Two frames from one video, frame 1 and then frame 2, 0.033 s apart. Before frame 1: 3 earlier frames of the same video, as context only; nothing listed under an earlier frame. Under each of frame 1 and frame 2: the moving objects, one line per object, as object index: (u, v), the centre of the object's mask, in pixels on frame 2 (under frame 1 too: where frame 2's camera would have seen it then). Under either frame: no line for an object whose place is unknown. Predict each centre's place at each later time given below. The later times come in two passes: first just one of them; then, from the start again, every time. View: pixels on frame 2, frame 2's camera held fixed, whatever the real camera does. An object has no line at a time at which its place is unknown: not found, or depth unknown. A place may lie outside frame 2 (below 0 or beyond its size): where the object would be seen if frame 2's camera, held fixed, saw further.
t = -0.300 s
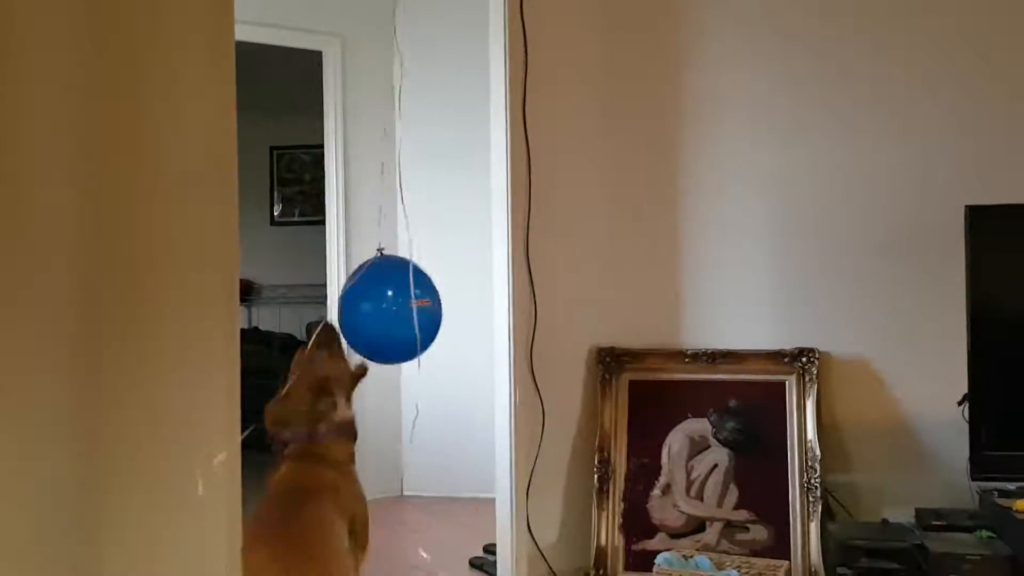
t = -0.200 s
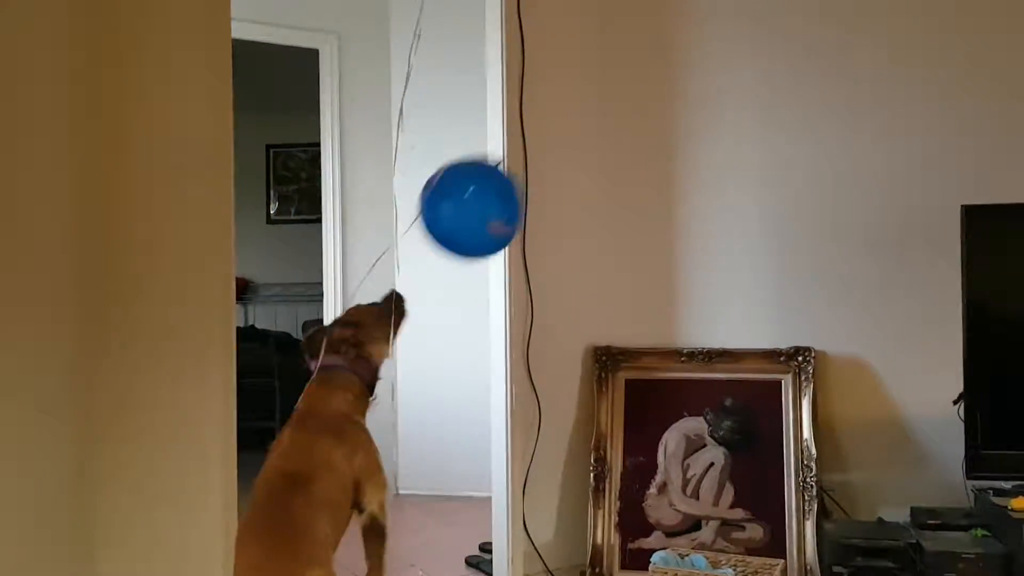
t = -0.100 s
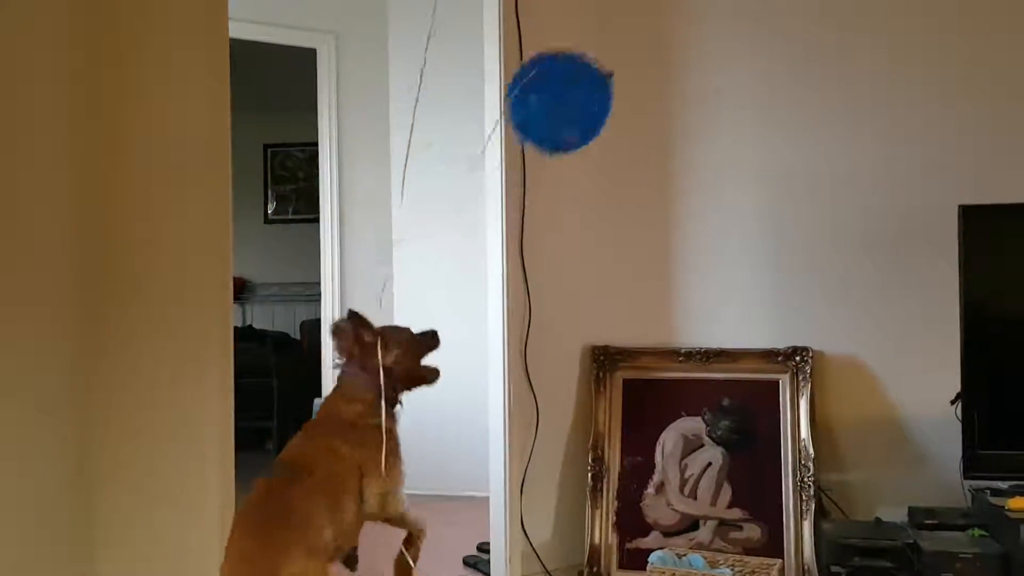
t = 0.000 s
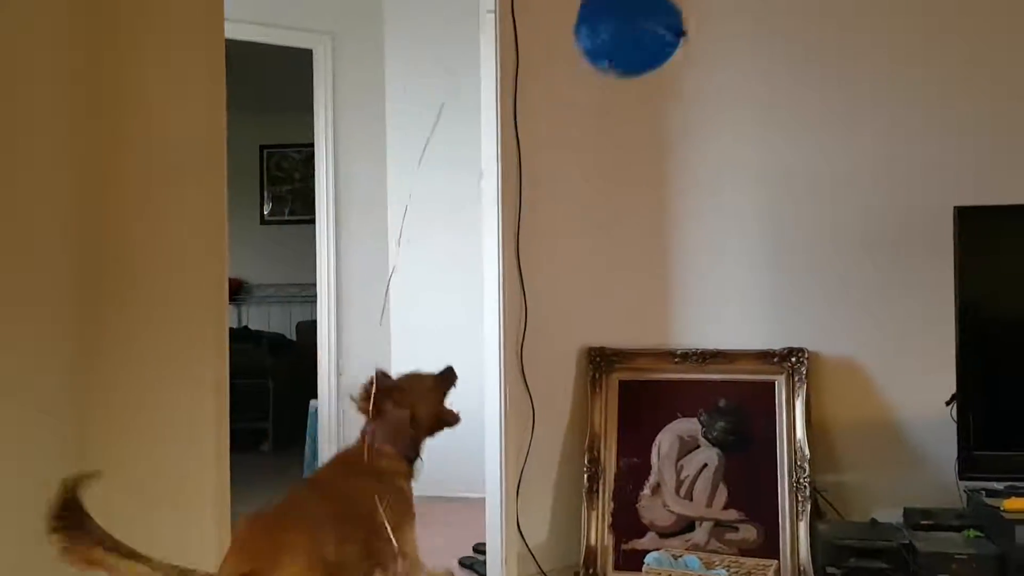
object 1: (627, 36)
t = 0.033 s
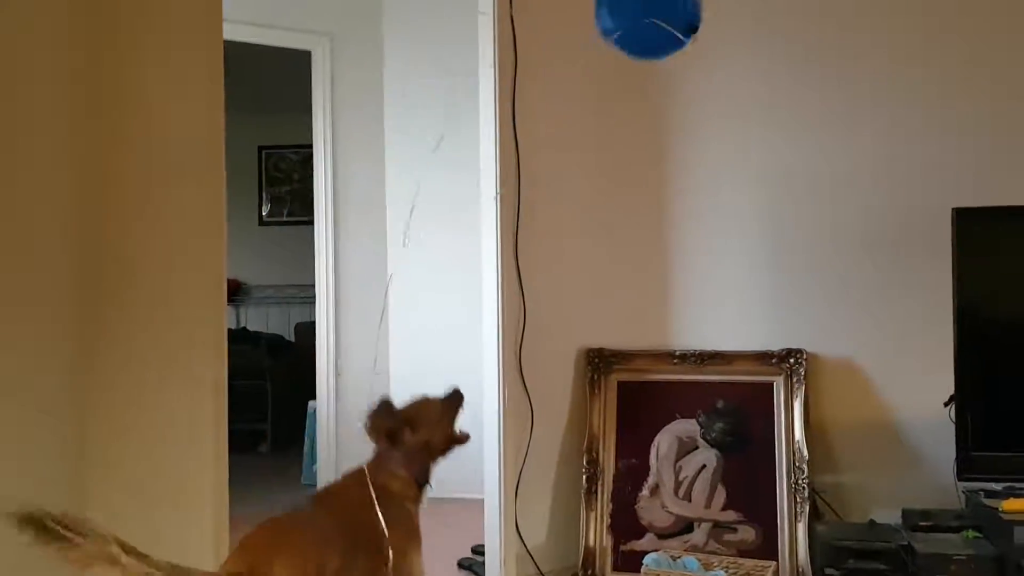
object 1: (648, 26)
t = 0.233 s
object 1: (743, -16)
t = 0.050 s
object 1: (658, 21)
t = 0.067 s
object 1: (668, 17)
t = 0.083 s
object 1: (676, 13)
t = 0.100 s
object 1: (684, 9)
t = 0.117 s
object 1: (693, 6)
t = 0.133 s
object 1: (700, 3)
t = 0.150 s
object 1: (708, 0)
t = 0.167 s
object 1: (716, -3)
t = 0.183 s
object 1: (723, -7)
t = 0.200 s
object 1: (730, -11)
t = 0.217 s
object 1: (736, -14)
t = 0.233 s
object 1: (743, -16)
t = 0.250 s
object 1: (748, -18)
